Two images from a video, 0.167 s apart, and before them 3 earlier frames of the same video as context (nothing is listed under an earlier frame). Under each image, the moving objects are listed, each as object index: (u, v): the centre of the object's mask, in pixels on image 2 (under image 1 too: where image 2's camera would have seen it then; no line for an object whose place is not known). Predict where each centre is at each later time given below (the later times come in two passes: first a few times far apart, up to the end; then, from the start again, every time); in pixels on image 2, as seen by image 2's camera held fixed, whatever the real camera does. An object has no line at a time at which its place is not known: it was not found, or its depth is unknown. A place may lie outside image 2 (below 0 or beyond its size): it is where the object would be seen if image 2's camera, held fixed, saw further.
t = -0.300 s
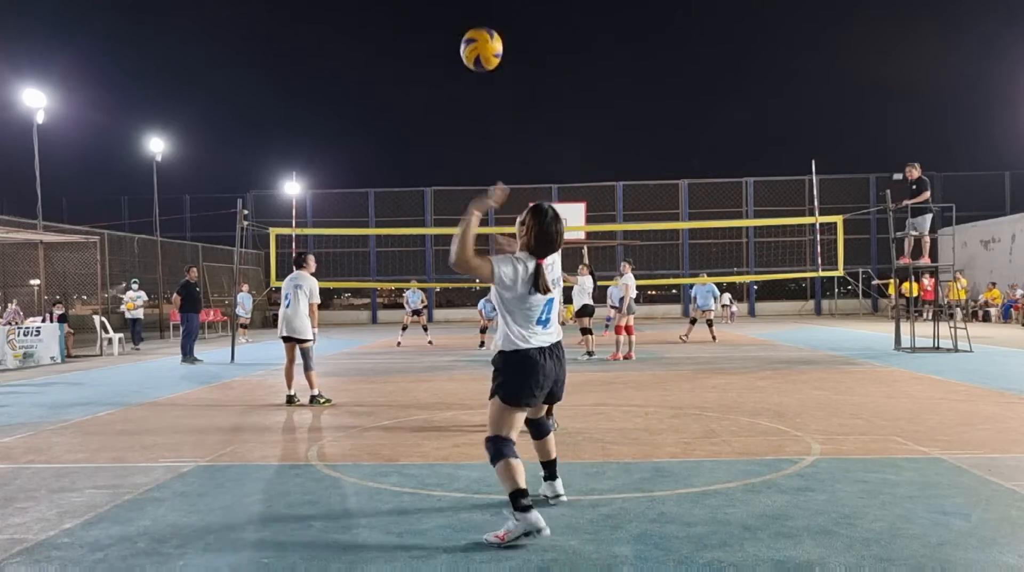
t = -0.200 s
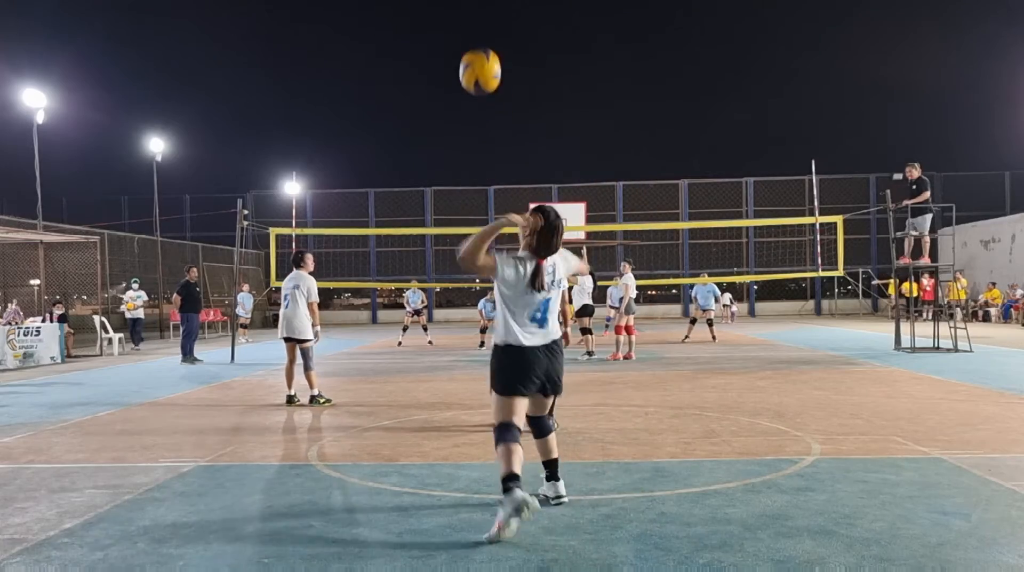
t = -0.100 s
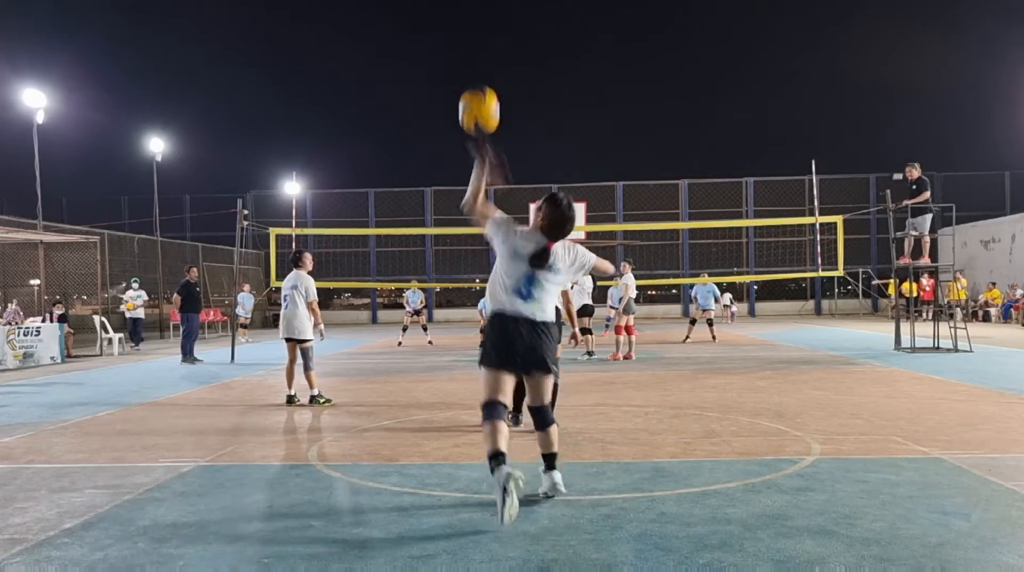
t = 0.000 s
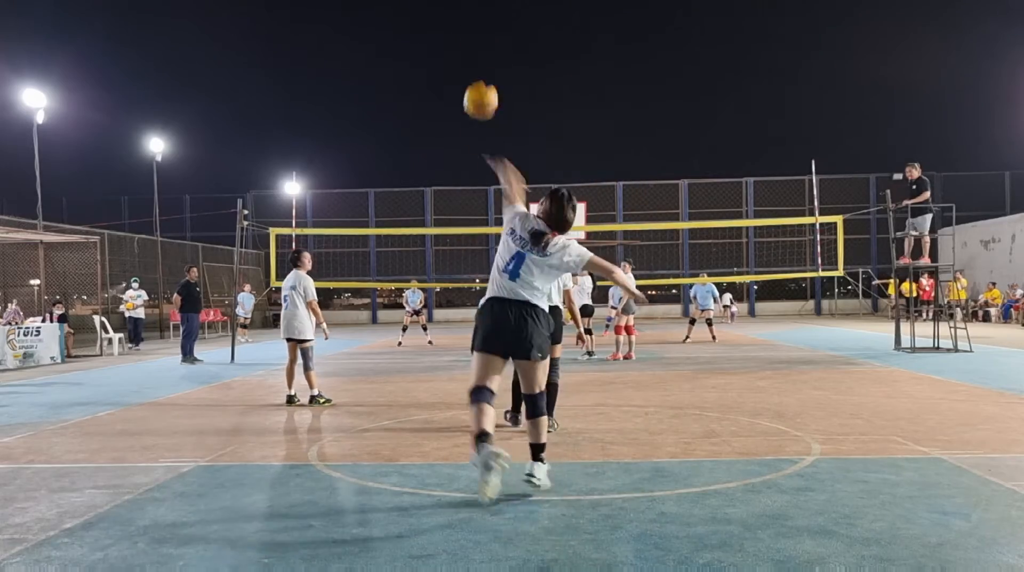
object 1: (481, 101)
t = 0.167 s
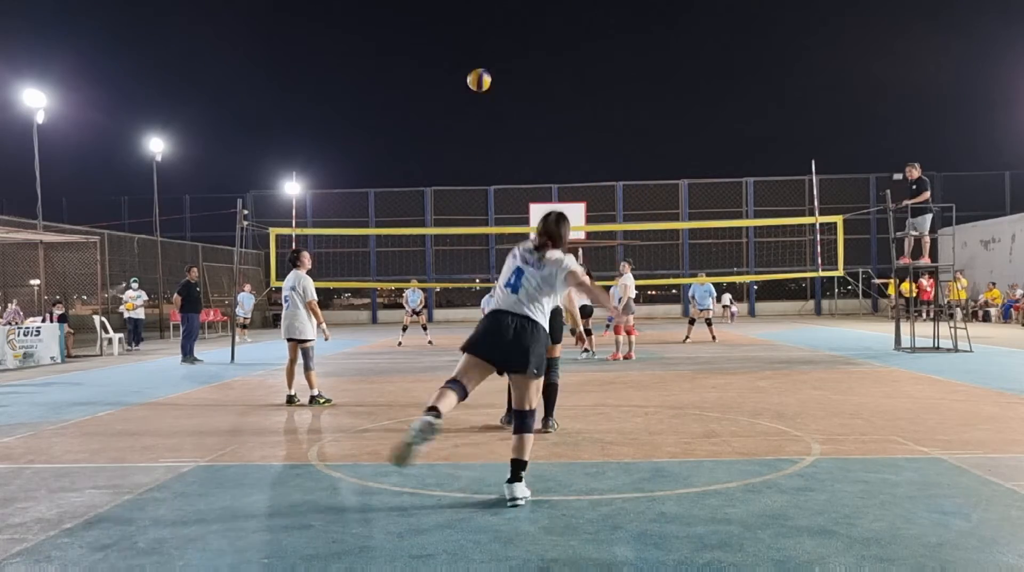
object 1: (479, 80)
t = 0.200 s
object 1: (478, 81)
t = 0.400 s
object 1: (479, 103)
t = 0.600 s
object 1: (475, 138)
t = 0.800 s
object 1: (474, 184)
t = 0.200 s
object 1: (478, 81)
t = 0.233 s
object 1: (478, 83)
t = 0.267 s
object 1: (478, 86)
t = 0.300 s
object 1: (478, 90)
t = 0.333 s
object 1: (478, 94)
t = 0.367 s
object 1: (479, 98)
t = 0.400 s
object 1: (479, 103)
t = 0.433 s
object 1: (479, 108)
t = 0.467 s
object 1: (478, 113)
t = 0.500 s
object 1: (477, 119)
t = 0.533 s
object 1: (477, 124)
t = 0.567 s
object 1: (476, 131)
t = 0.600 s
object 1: (475, 138)
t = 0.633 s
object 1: (475, 146)
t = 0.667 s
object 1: (474, 153)
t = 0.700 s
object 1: (474, 161)
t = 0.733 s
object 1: (474, 168)
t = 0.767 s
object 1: (474, 176)
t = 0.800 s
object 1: (474, 184)
